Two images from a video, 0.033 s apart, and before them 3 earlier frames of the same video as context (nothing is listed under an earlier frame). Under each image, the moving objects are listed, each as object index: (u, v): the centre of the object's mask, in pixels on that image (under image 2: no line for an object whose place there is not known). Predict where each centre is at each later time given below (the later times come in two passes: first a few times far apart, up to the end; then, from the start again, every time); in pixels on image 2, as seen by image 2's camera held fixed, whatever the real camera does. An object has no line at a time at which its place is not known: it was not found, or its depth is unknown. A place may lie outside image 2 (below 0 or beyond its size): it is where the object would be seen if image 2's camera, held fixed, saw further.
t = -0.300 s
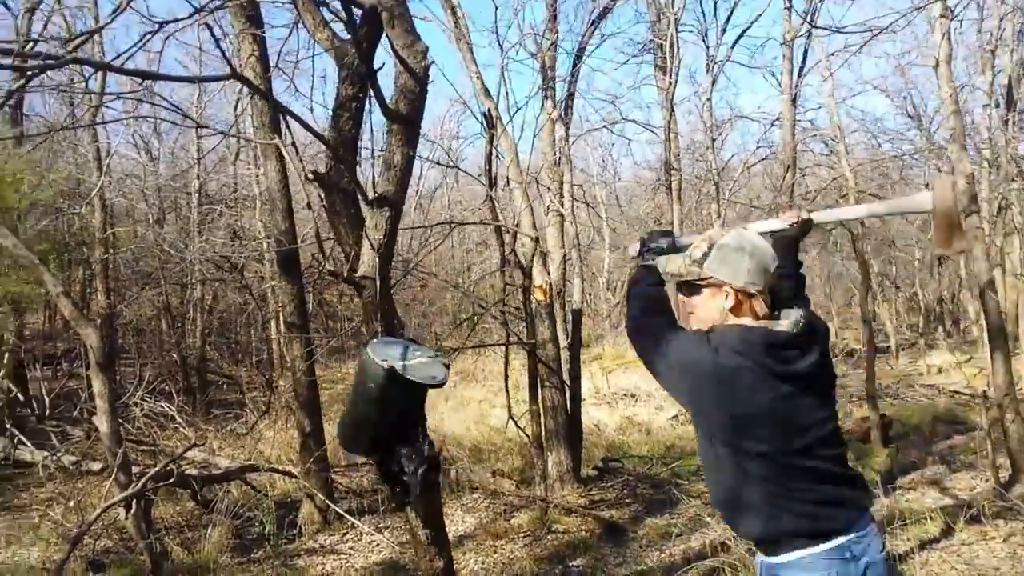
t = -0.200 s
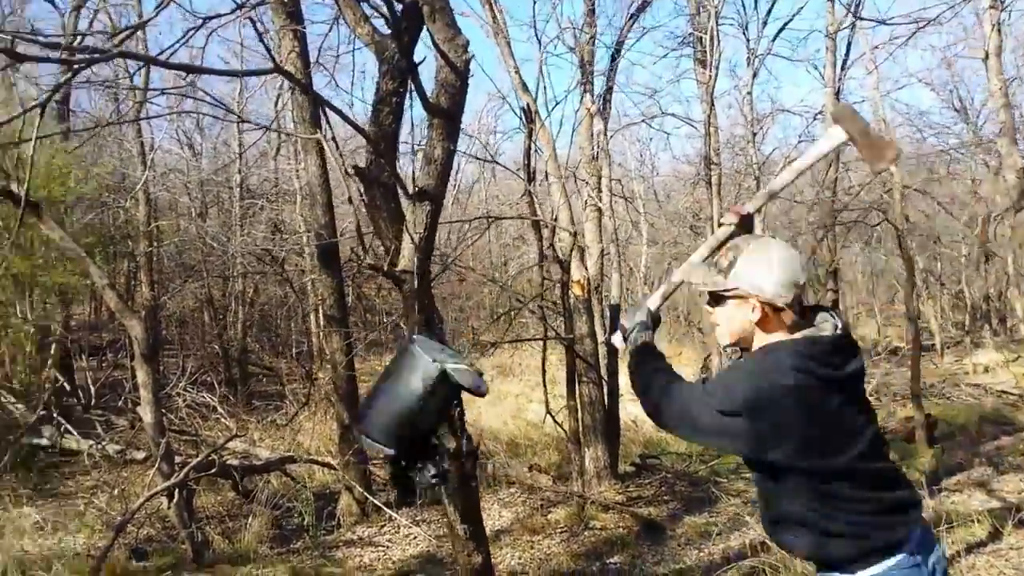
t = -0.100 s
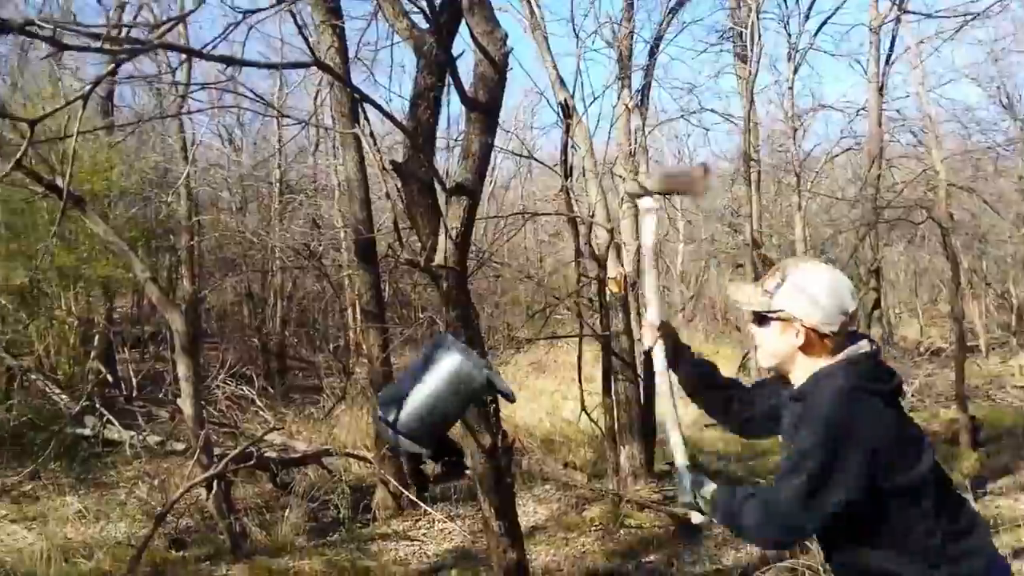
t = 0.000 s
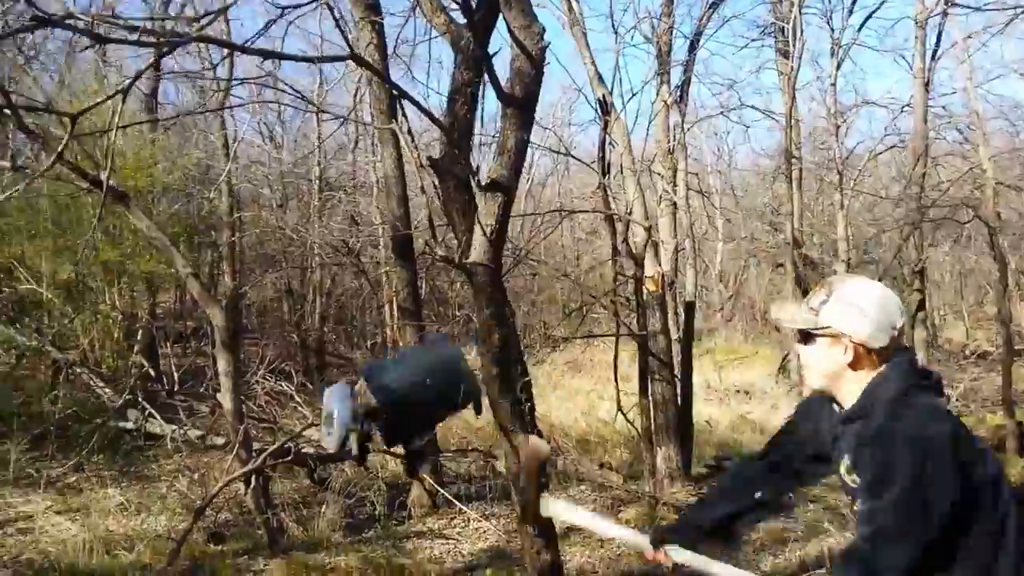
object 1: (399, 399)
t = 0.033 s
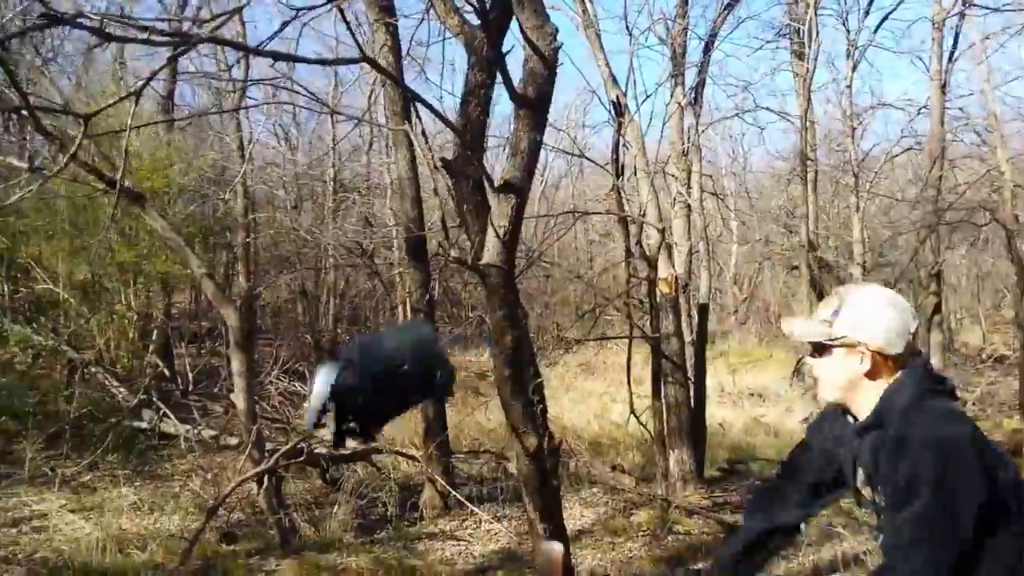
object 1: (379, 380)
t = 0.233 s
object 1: (230, 270)
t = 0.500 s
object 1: (212, 192)
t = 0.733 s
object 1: (268, 291)
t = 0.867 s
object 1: (351, 370)
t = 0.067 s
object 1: (344, 363)
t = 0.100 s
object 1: (309, 353)
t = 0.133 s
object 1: (279, 335)
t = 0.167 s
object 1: (258, 313)
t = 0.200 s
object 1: (238, 292)
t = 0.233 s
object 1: (230, 270)
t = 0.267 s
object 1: (215, 244)
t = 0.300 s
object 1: (209, 226)
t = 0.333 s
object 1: (202, 215)
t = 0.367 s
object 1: (202, 206)
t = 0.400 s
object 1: (204, 202)
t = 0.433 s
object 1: (209, 195)
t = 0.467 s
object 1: (210, 189)
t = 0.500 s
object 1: (212, 192)
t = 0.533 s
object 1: (213, 195)
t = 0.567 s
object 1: (220, 203)
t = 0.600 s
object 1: (224, 211)
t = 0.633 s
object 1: (235, 231)
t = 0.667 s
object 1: (238, 252)
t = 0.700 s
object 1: (251, 269)
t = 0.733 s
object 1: (268, 291)
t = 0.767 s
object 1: (283, 309)
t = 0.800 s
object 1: (308, 330)
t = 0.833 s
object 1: (328, 350)
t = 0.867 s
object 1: (351, 370)
